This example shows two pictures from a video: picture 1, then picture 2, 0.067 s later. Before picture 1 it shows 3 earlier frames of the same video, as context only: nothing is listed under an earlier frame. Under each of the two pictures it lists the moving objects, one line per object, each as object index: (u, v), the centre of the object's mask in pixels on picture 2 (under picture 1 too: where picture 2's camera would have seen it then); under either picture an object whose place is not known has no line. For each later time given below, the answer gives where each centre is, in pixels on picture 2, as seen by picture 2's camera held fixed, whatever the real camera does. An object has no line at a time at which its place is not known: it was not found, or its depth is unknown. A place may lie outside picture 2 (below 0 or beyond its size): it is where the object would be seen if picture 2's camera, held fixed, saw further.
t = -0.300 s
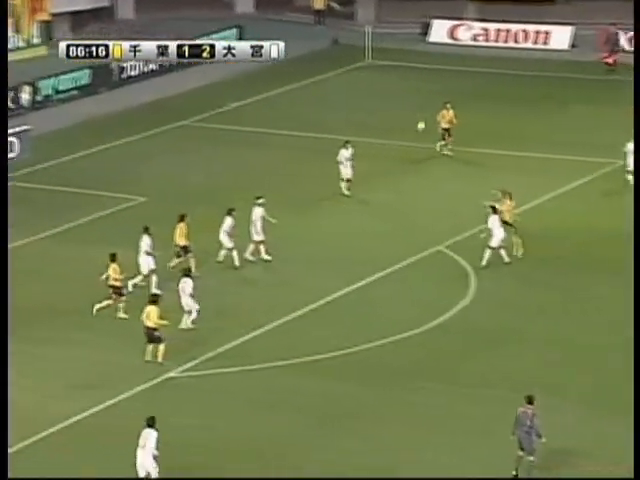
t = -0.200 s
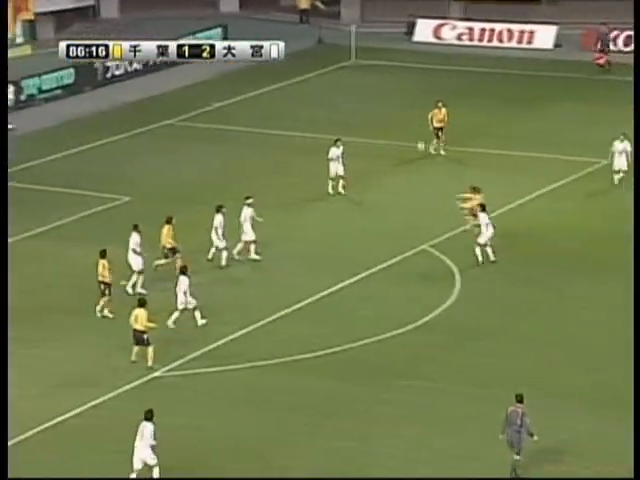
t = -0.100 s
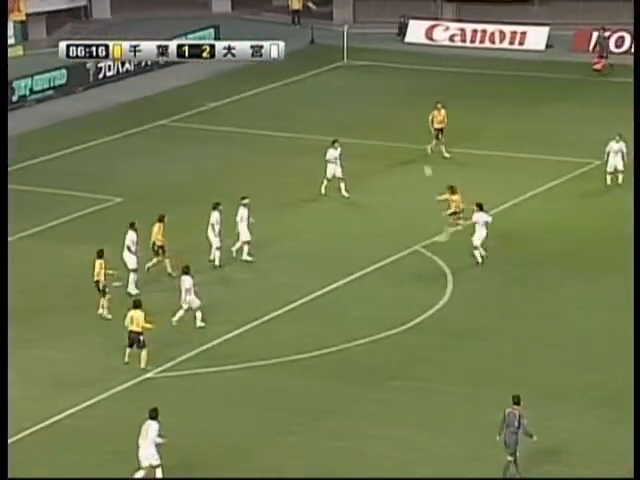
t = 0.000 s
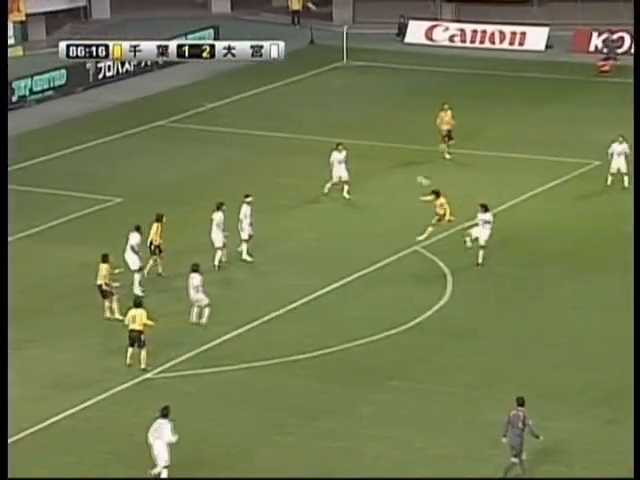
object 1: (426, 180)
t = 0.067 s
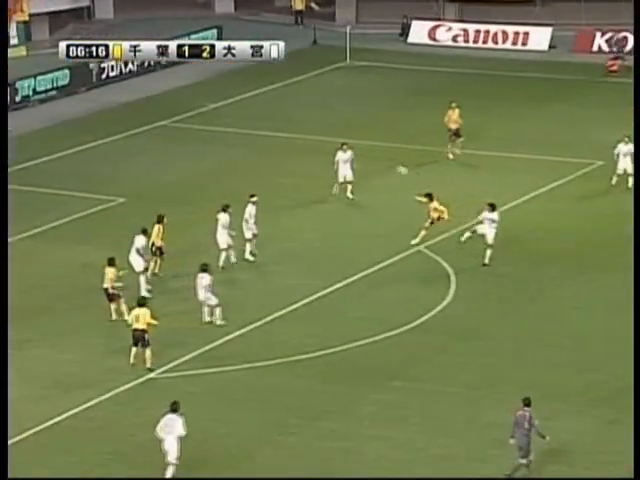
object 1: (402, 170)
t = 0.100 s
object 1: (391, 165)
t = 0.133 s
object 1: (380, 161)
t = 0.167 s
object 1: (367, 157)
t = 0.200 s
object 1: (359, 154)
